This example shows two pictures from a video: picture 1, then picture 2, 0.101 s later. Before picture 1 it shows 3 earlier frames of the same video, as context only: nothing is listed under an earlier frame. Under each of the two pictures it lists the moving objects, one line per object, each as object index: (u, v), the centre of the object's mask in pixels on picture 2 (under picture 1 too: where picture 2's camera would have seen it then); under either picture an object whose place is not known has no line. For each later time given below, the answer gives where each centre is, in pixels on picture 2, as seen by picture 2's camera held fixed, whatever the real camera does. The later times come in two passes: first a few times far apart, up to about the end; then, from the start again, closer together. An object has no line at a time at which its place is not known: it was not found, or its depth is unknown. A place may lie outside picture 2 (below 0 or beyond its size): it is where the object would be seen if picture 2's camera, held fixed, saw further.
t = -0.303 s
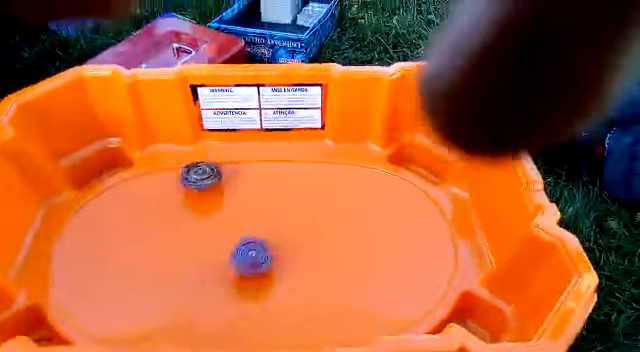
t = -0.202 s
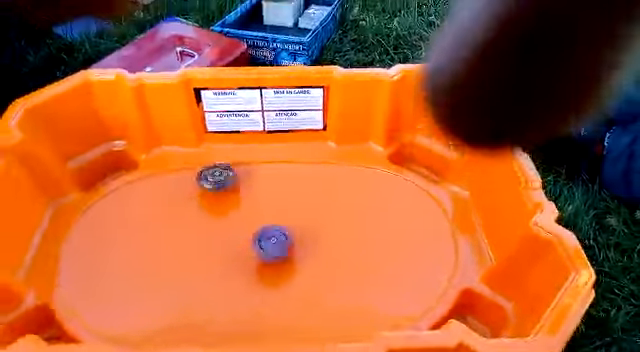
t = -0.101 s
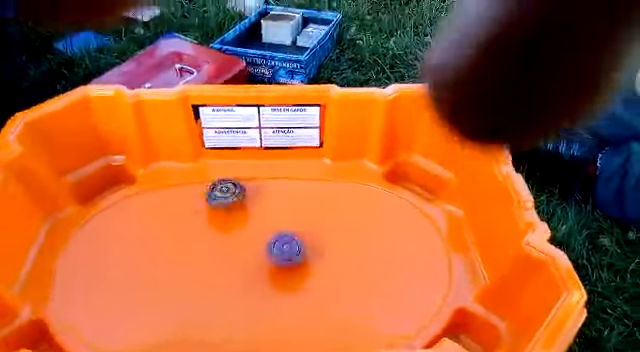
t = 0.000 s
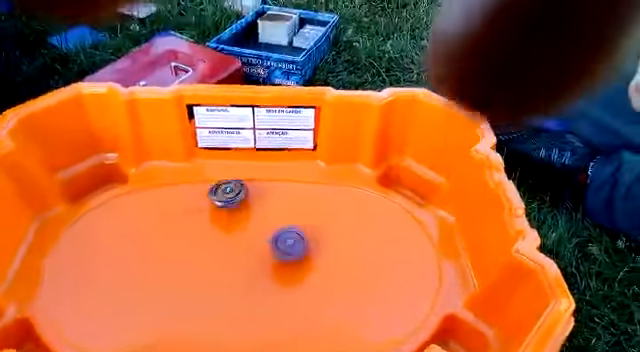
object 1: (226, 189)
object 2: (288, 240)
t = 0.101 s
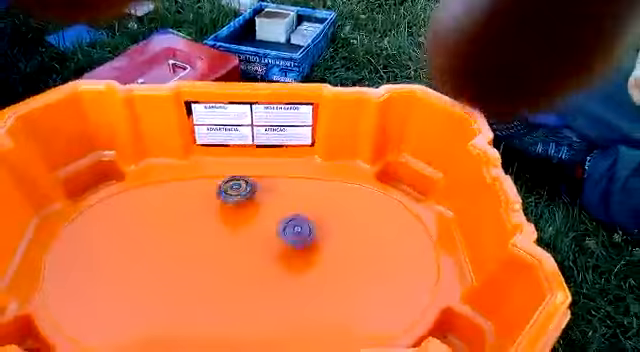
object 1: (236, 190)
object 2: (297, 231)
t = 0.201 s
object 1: (245, 189)
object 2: (303, 225)
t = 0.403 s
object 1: (257, 192)
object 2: (311, 221)
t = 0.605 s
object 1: (267, 199)
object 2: (308, 226)
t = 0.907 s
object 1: (283, 208)
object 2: (287, 247)
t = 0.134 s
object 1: (239, 189)
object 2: (300, 229)
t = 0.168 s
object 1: (242, 189)
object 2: (302, 227)
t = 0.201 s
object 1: (245, 189)
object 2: (303, 225)
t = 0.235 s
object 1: (246, 190)
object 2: (305, 224)
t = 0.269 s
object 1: (248, 190)
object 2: (307, 223)
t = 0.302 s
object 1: (251, 190)
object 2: (309, 223)
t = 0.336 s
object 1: (253, 191)
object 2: (309, 222)
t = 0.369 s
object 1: (256, 192)
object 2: (310, 221)
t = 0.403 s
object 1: (257, 192)
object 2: (311, 221)
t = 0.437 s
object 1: (259, 194)
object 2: (311, 222)
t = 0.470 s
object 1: (260, 195)
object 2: (312, 222)
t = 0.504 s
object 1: (262, 196)
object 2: (312, 223)
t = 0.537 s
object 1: (264, 197)
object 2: (310, 223)
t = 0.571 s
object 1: (266, 197)
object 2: (309, 224)
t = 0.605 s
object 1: (267, 199)
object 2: (308, 226)
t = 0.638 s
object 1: (269, 200)
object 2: (306, 227)
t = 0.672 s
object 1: (271, 201)
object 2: (305, 228)
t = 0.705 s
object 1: (273, 202)
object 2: (303, 230)
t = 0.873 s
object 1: (282, 207)
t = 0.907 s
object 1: (283, 208)
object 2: (287, 247)
